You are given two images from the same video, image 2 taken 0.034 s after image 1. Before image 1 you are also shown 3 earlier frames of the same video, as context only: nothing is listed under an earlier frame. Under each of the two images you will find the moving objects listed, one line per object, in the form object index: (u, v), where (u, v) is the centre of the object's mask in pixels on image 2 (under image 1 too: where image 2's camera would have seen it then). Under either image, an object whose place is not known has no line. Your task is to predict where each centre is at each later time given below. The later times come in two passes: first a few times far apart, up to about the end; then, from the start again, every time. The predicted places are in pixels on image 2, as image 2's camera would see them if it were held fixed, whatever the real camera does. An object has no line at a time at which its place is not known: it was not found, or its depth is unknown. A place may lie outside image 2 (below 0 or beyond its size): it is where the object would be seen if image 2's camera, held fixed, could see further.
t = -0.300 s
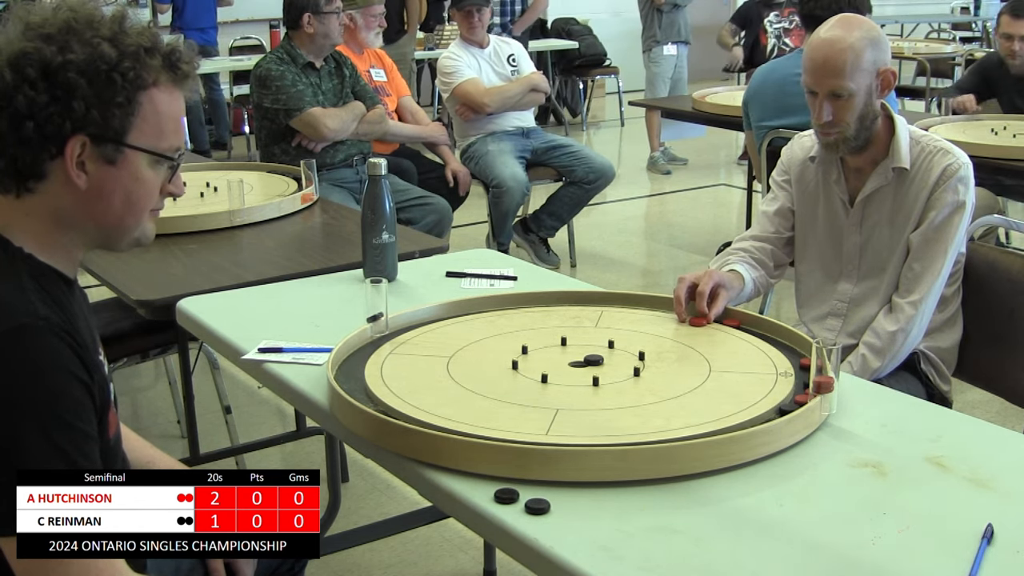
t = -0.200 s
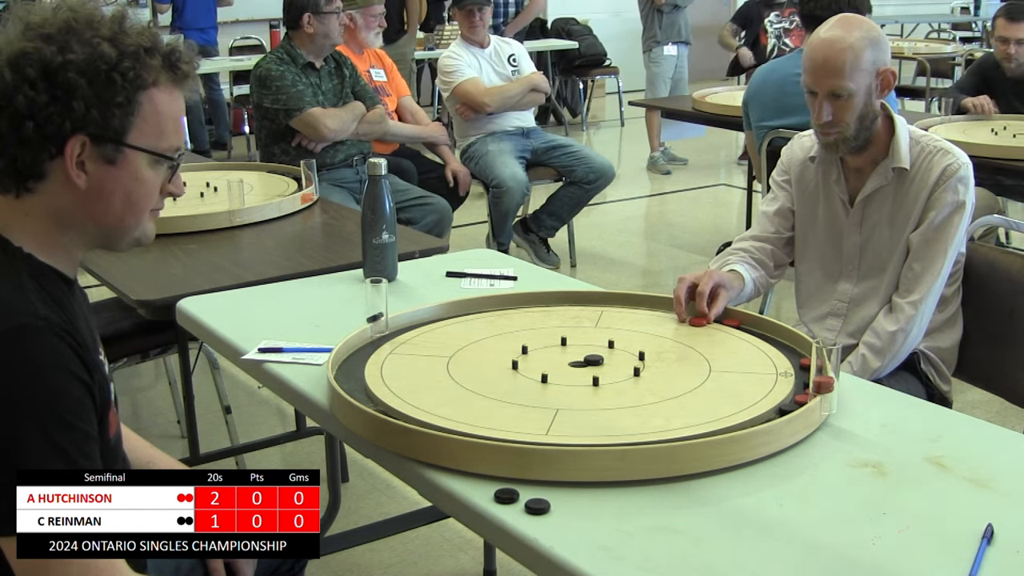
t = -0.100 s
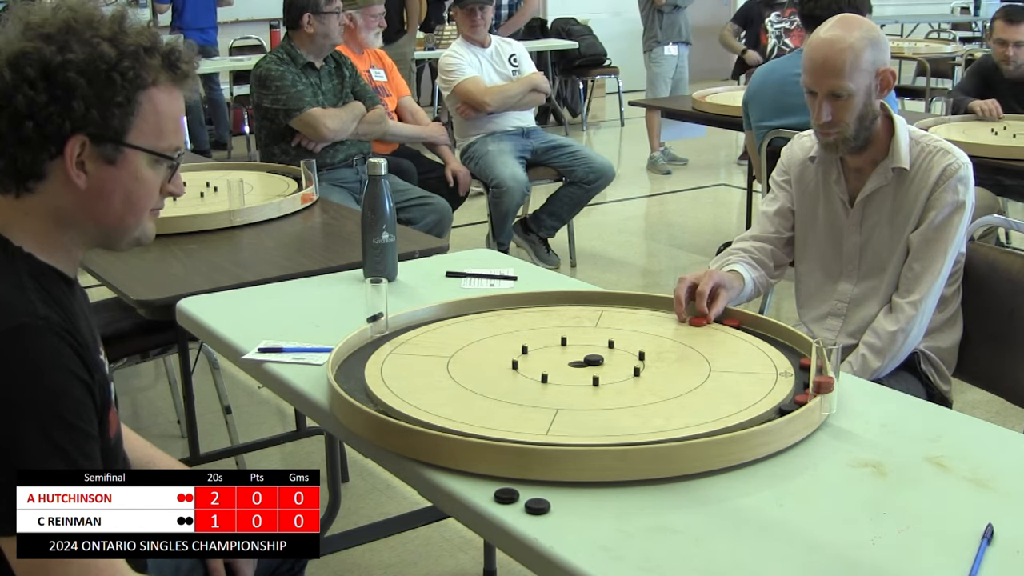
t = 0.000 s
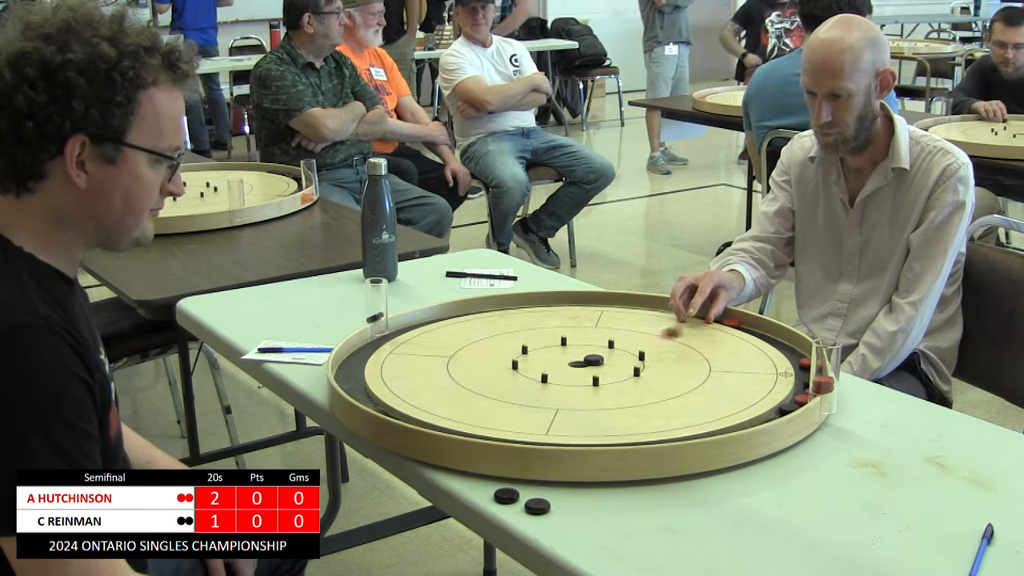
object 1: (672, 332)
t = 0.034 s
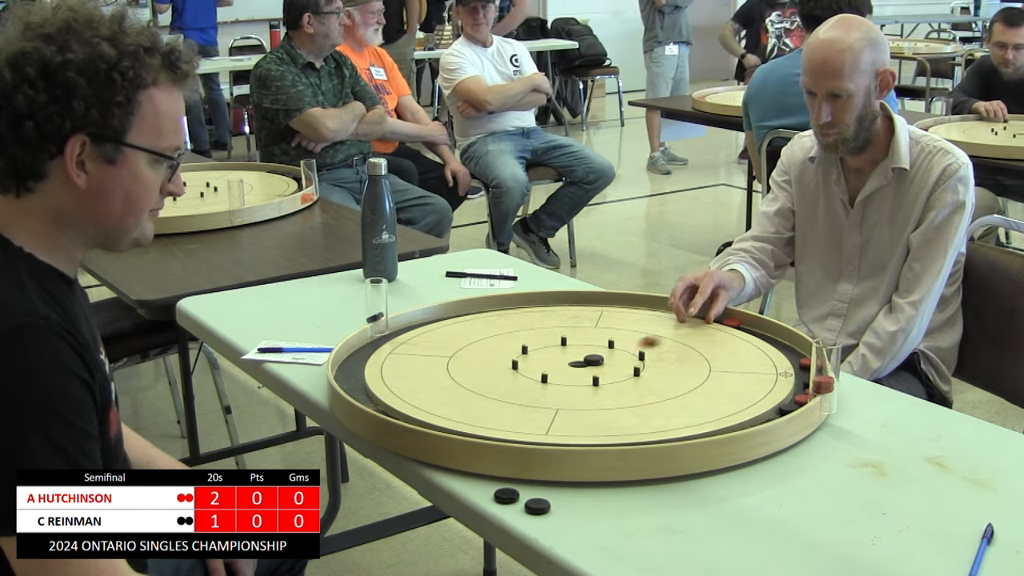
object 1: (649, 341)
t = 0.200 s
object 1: (626, 367)
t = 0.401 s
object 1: (615, 357)
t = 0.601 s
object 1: (610, 351)
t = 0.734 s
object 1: (610, 350)
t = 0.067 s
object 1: (626, 350)
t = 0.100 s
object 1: (613, 358)
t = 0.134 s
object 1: (618, 362)
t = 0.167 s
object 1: (622, 365)
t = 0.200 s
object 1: (626, 367)
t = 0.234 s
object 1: (626, 367)
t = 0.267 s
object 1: (624, 365)
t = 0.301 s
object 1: (621, 362)
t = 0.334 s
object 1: (619, 361)
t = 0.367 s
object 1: (617, 358)
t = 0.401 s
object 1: (615, 357)
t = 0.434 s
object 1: (614, 356)
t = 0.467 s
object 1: (613, 354)
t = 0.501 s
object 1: (612, 353)
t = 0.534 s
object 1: (611, 352)
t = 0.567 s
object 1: (610, 351)
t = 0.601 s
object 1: (610, 351)
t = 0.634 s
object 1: (610, 350)
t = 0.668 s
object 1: (610, 350)
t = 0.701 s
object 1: (610, 350)
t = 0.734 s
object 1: (610, 350)
